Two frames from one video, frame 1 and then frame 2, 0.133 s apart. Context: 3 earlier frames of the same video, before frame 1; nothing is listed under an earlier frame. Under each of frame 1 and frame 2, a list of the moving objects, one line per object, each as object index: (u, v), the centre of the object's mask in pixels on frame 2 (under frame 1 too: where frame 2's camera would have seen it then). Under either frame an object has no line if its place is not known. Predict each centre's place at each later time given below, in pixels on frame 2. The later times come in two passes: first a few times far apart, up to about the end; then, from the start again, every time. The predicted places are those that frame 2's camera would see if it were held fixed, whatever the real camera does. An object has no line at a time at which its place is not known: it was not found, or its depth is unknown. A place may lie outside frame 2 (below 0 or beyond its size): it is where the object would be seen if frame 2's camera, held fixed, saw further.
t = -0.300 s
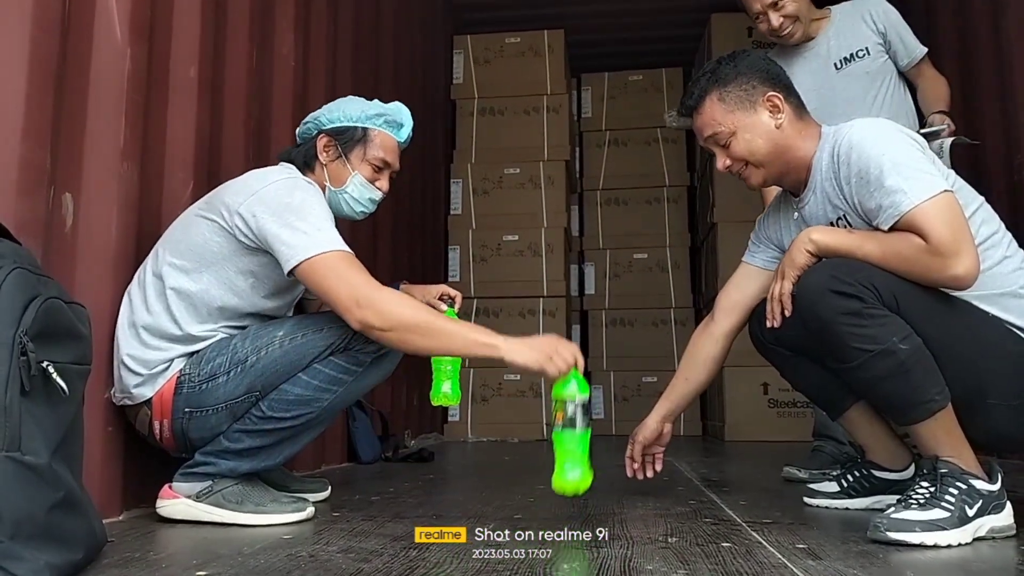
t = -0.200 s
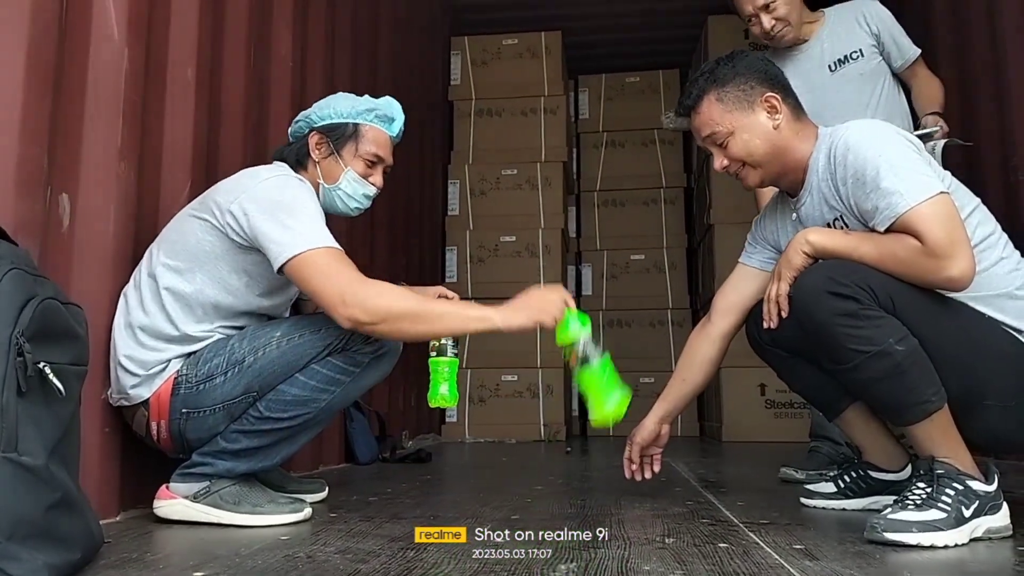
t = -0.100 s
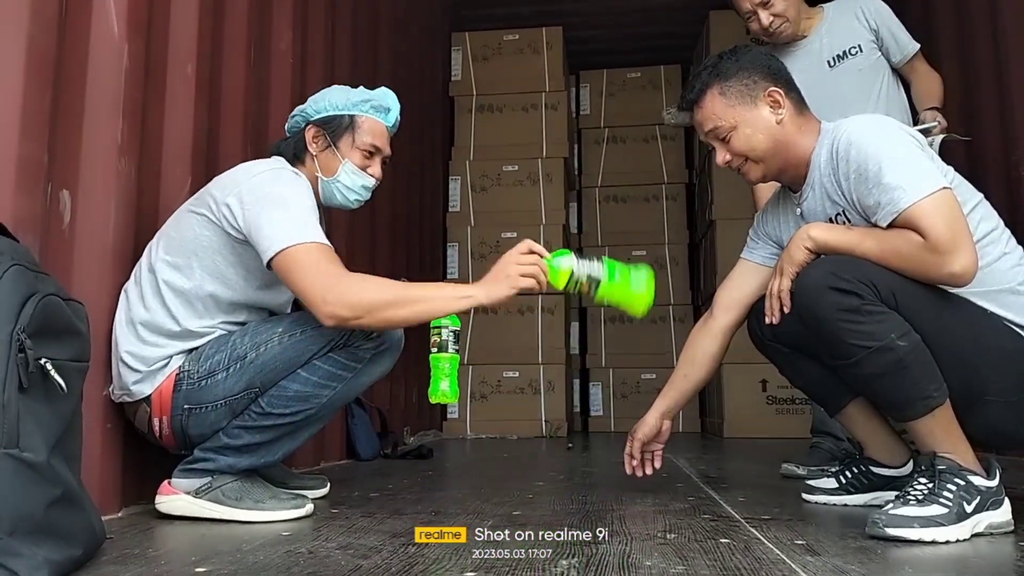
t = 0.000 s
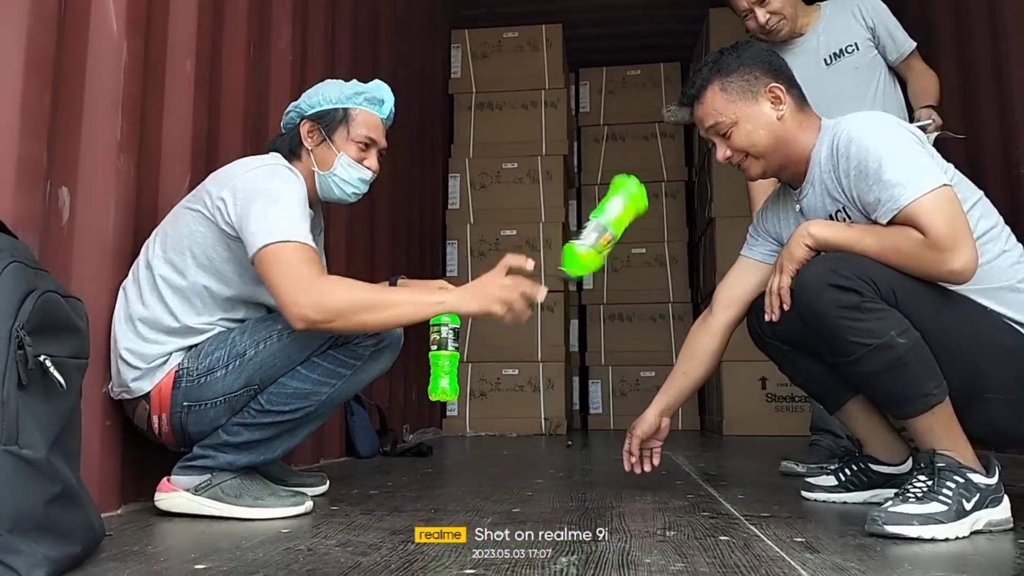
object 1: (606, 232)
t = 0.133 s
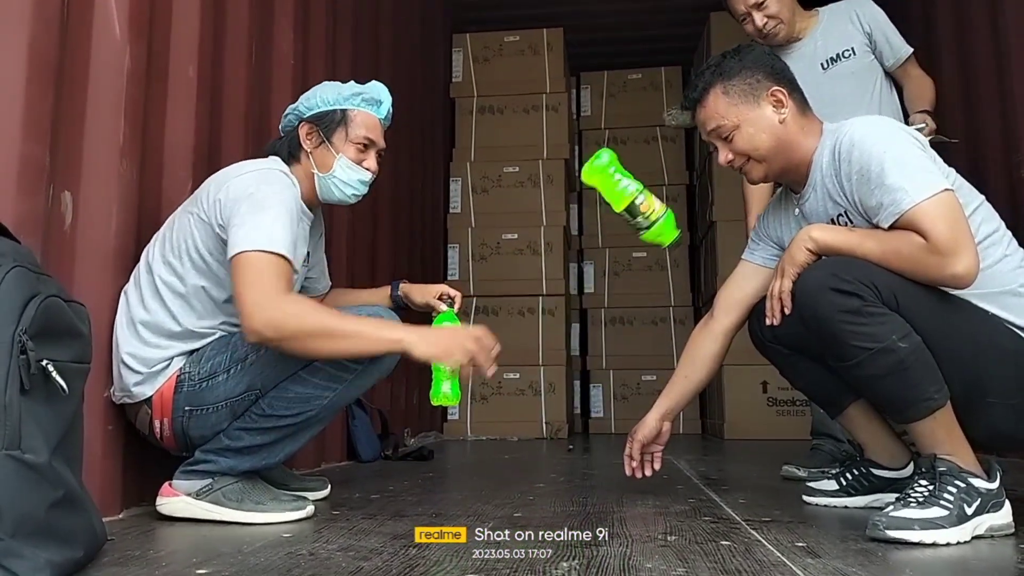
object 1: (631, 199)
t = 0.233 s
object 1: (623, 218)
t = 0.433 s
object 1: (603, 456)
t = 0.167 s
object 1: (630, 198)
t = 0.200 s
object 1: (627, 205)
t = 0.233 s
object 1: (623, 218)
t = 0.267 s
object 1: (620, 239)
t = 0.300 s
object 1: (615, 268)
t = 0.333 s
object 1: (612, 304)
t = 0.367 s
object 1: (608, 348)
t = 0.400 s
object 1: (605, 403)
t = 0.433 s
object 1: (603, 456)
